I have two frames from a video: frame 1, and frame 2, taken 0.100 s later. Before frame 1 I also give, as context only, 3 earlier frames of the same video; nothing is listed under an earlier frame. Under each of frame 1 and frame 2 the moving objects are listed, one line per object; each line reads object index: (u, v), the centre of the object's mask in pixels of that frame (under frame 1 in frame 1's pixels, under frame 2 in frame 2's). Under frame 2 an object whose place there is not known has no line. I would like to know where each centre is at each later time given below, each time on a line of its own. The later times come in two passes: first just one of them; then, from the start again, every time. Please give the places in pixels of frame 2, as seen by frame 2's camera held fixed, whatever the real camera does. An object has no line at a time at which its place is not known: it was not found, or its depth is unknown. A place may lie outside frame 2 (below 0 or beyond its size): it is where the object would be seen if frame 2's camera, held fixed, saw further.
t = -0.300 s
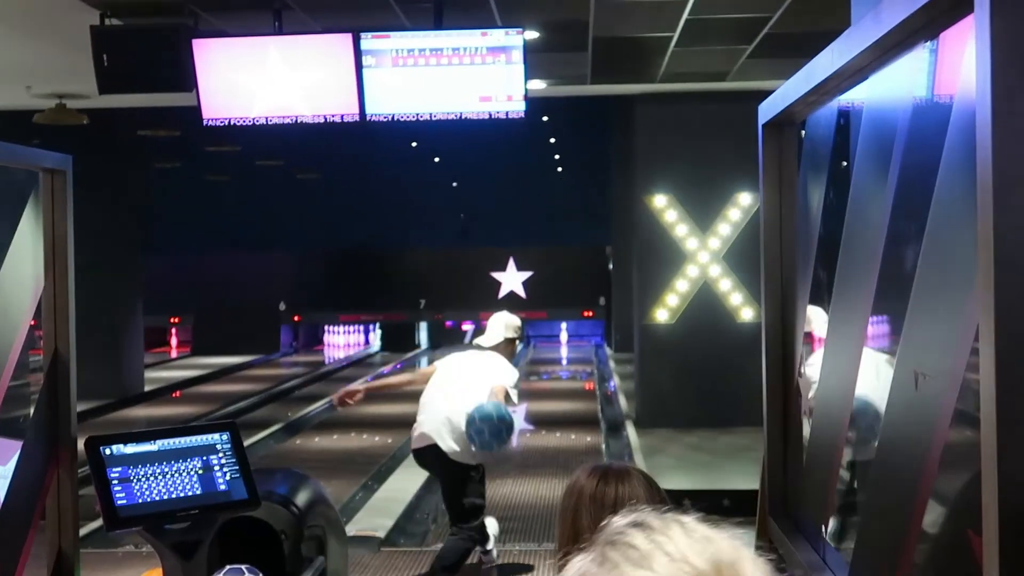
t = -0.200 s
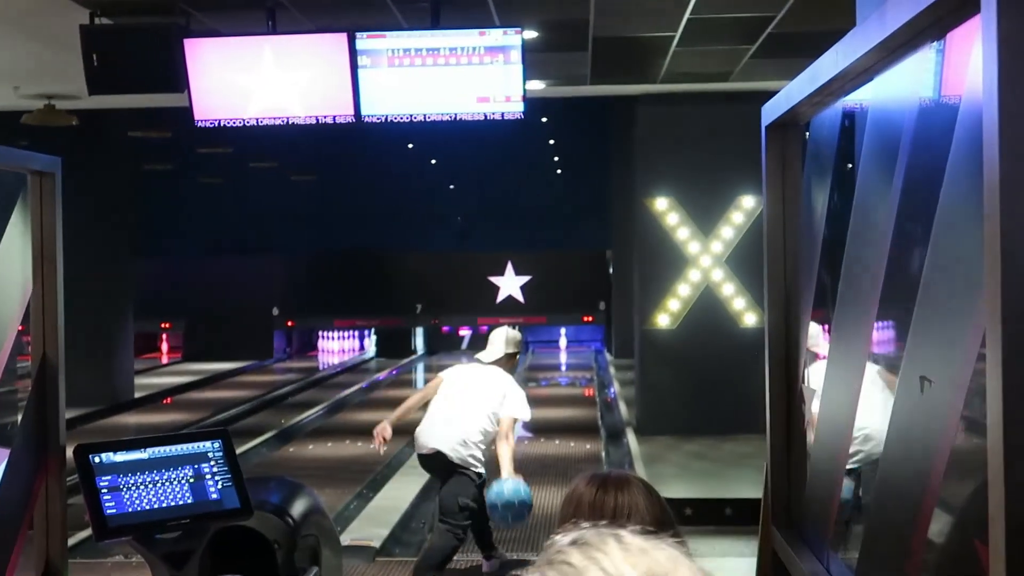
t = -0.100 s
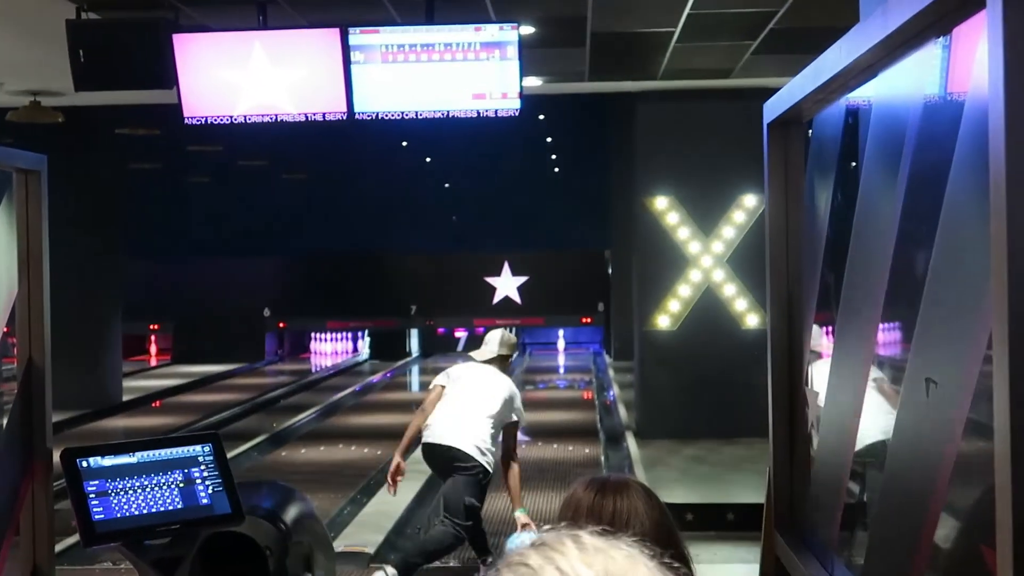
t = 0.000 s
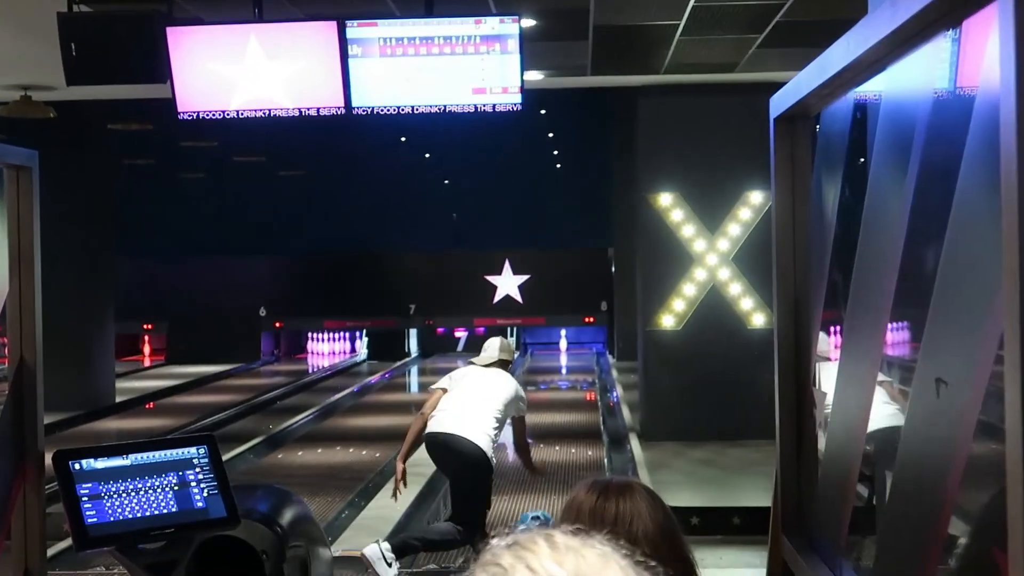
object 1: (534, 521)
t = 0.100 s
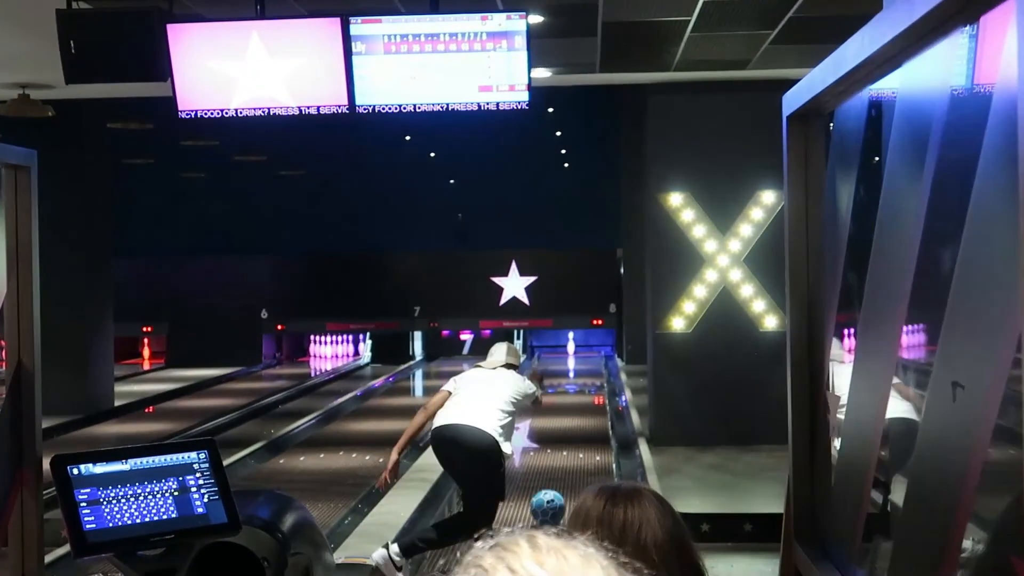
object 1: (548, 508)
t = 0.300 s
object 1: (555, 465)
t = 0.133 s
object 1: (549, 499)
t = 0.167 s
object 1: (550, 489)
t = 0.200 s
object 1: (551, 485)
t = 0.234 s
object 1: (553, 478)
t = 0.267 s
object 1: (554, 469)
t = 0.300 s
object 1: (555, 465)
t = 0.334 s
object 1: (556, 459)
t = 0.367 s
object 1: (557, 453)
